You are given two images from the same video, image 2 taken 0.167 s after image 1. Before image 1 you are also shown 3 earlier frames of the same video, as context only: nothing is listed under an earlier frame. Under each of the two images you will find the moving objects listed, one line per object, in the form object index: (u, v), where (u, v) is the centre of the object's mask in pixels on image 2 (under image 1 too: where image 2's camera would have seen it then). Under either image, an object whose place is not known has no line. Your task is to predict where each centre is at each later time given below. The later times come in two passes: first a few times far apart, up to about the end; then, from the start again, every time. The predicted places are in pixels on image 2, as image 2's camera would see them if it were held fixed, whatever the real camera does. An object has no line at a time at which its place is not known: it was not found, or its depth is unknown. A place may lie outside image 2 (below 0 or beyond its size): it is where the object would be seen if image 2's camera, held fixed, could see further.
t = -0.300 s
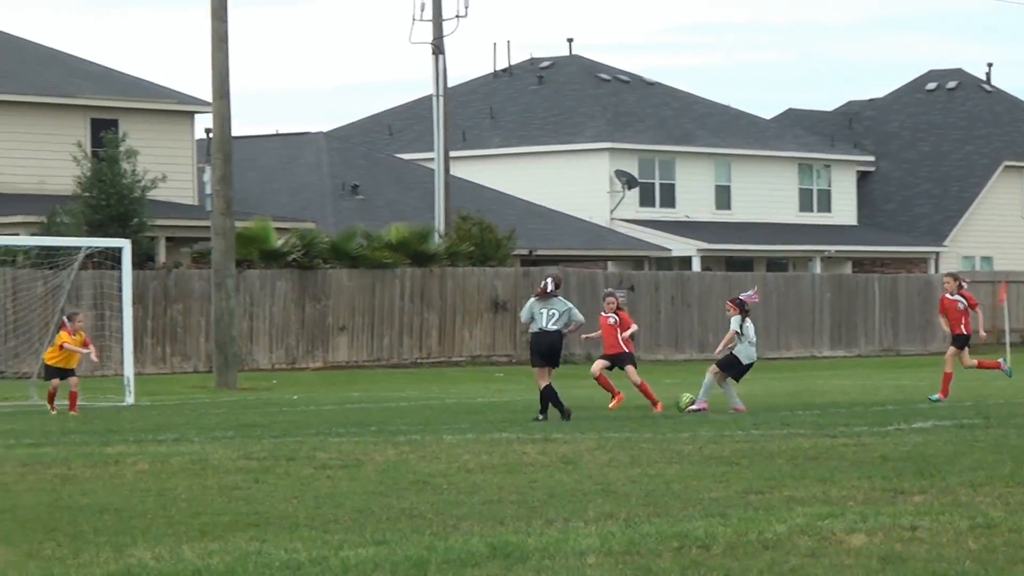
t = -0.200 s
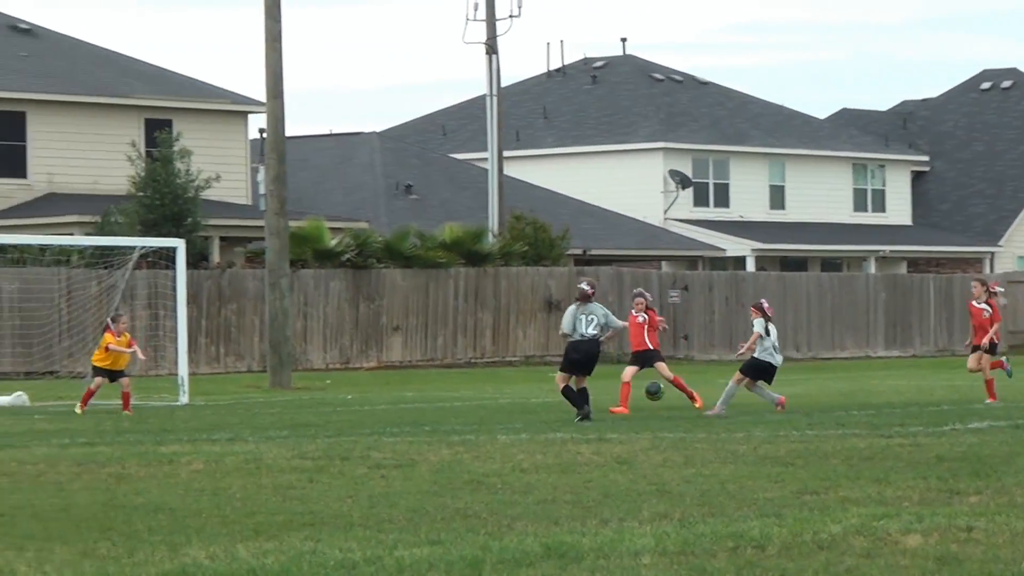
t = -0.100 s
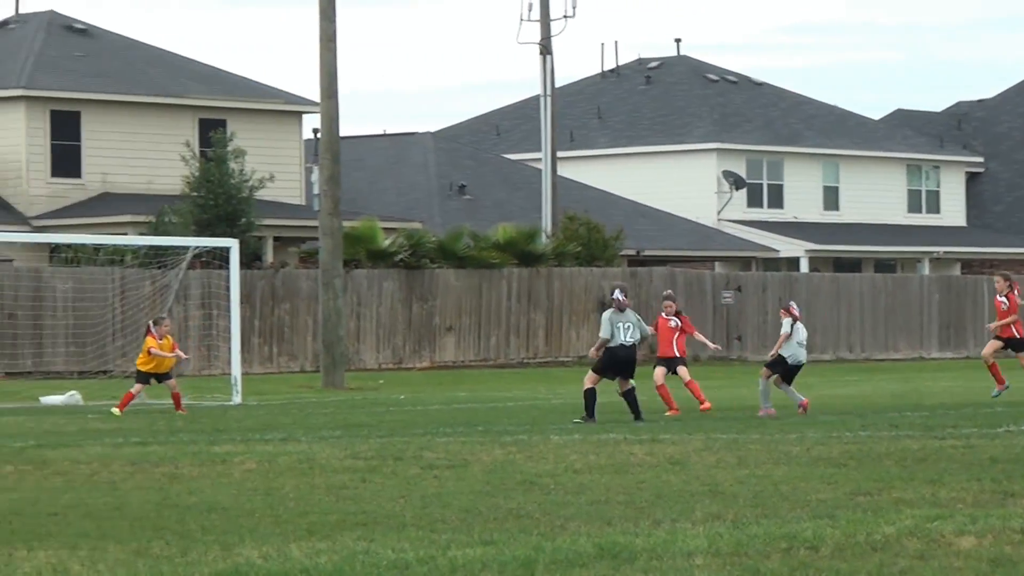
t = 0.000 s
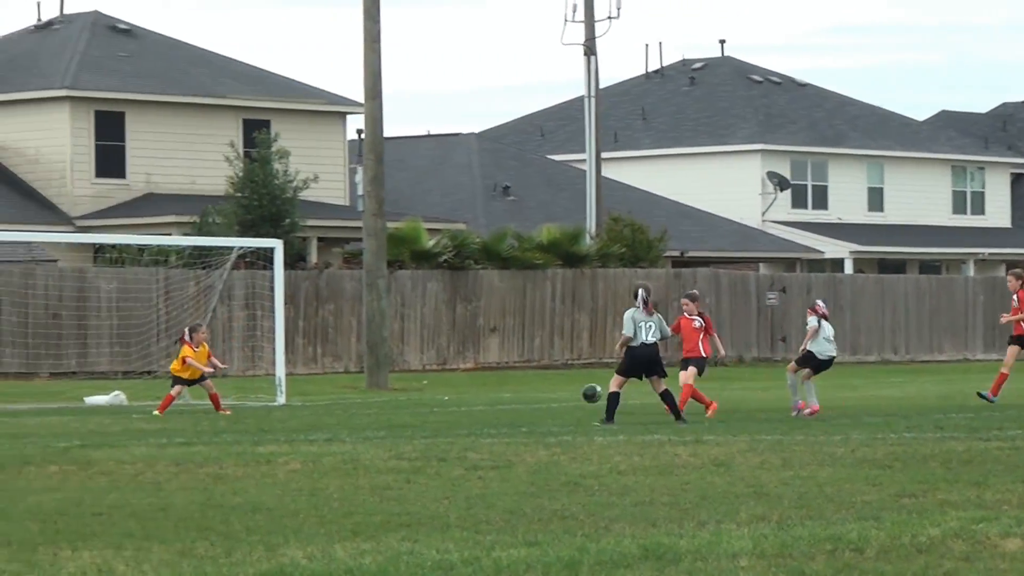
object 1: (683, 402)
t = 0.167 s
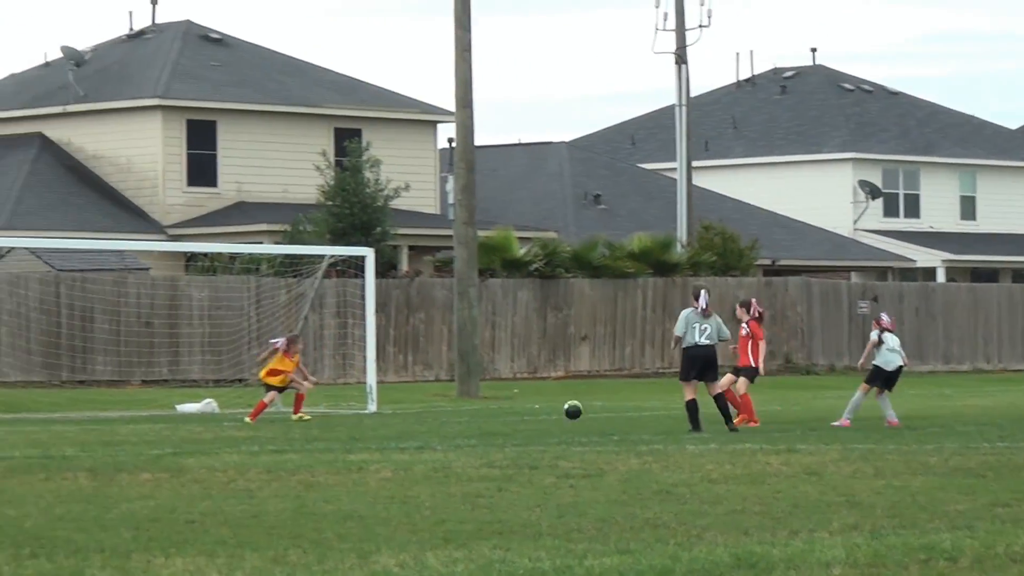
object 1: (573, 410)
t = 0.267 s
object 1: (523, 406)
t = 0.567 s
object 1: (402, 410)
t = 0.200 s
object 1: (556, 407)
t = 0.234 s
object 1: (540, 406)
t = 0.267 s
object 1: (523, 406)
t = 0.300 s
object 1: (508, 407)
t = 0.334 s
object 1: (492, 409)
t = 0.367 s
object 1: (476, 411)
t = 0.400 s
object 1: (460, 413)
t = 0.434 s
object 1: (448, 411)
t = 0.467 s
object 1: (437, 410)
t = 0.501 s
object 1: (425, 409)
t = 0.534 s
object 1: (413, 409)
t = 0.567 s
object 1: (402, 410)
